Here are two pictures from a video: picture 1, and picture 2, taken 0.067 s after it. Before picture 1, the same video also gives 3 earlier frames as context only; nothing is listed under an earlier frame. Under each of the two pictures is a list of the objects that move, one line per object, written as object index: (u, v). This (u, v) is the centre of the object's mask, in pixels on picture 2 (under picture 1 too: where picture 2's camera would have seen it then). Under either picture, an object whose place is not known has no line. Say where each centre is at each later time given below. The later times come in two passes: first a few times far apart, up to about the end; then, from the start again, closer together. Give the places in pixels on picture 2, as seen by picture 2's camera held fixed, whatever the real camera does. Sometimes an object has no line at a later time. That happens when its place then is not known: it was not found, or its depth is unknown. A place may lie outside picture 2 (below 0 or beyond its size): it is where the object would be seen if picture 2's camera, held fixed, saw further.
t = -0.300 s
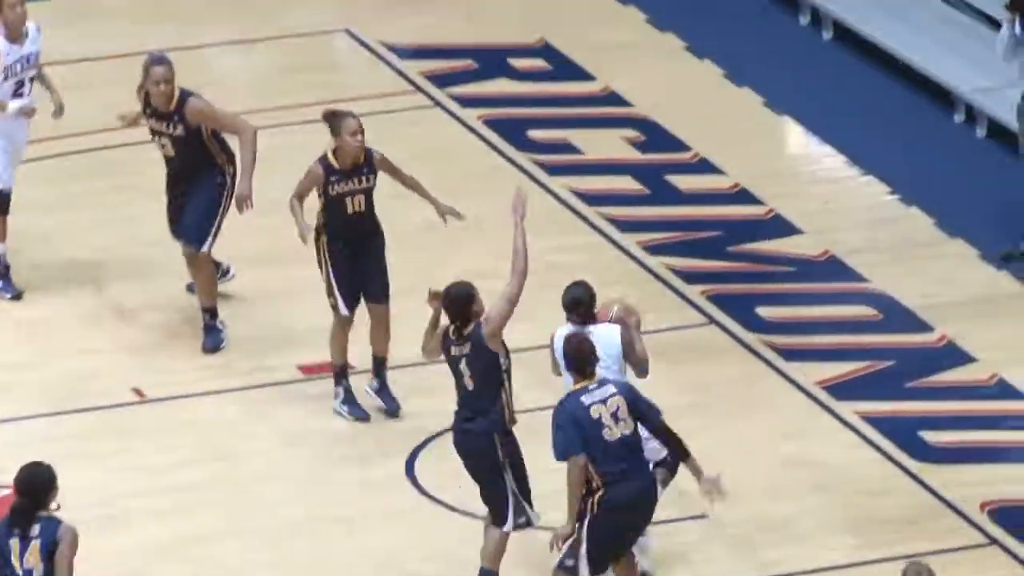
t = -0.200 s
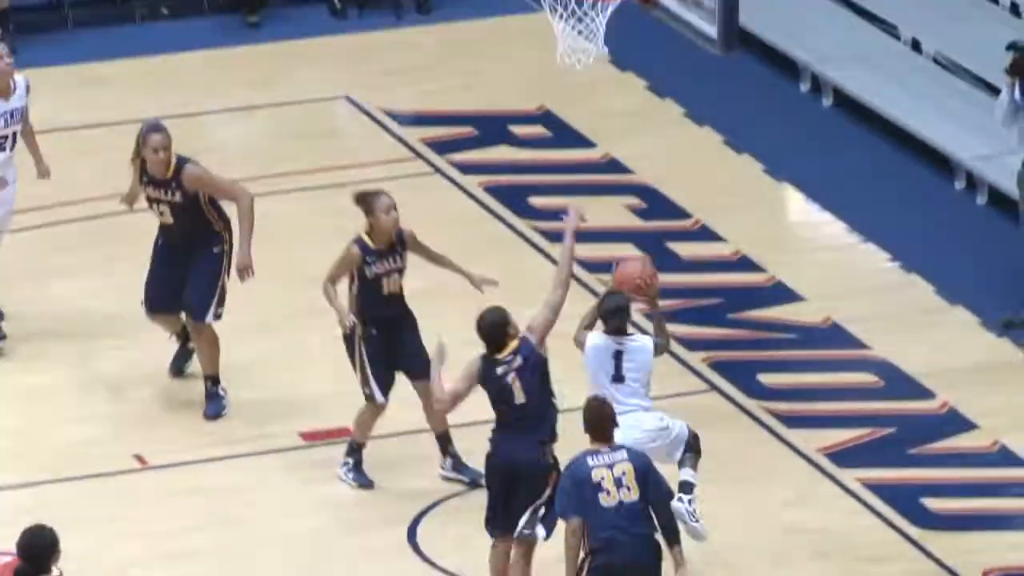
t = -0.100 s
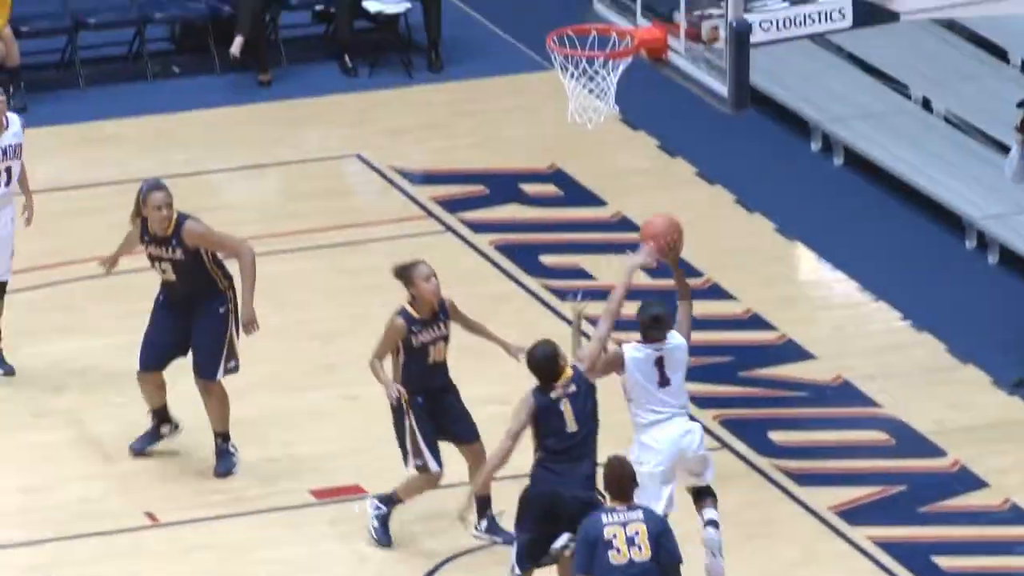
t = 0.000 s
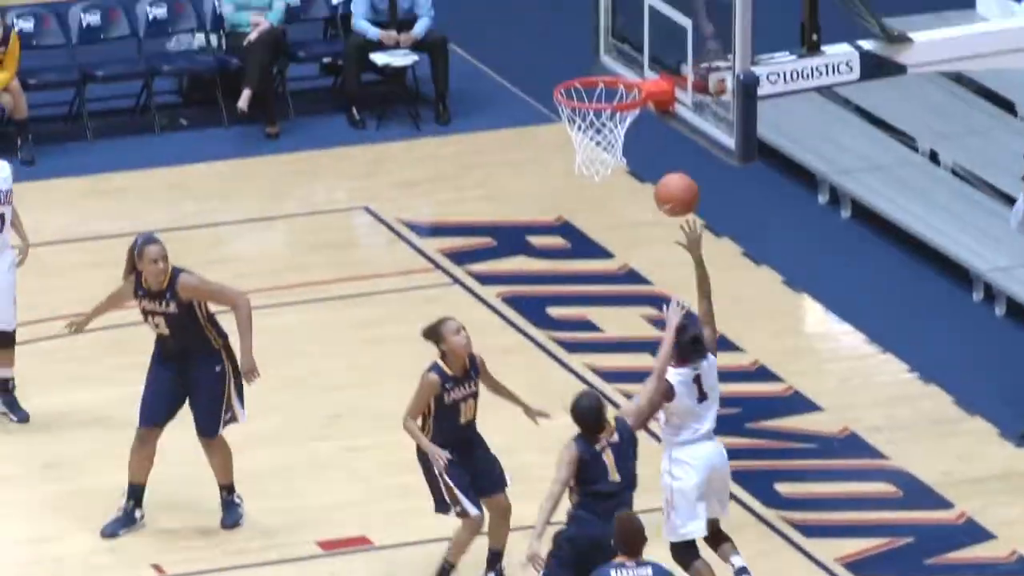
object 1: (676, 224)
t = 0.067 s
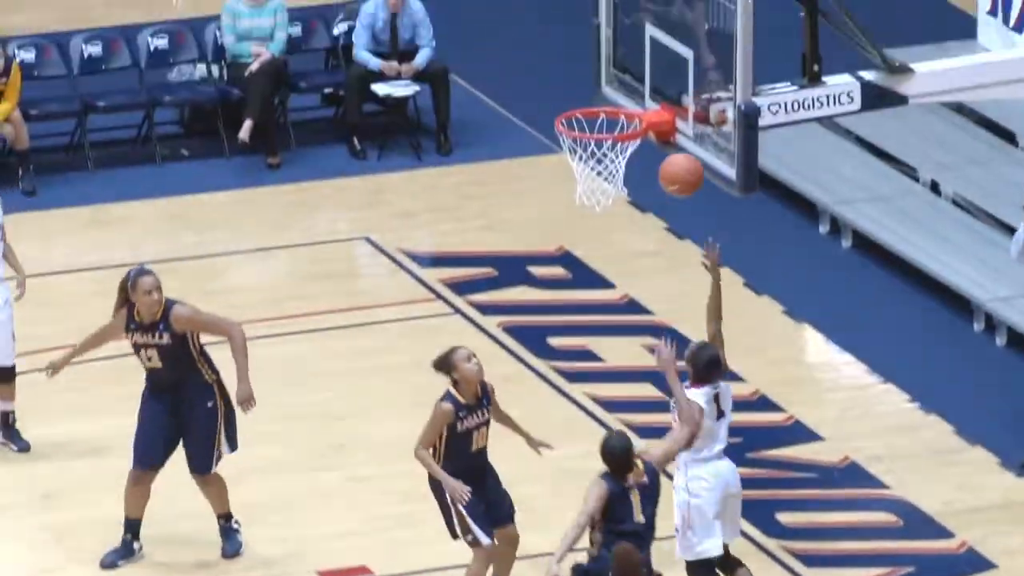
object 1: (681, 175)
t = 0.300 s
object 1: (654, 93)
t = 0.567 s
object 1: (591, 134)
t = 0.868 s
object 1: (584, 253)
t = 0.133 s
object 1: (686, 133)
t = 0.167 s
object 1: (688, 115)
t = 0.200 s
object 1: (681, 106)
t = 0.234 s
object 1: (671, 100)
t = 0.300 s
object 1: (654, 93)
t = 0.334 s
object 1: (645, 92)
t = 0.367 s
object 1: (636, 95)
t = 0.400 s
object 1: (626, 98)
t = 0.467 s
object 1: (609, 111)
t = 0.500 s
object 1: (600, 118)
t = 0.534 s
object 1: (593, 122)
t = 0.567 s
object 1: (591, 134)
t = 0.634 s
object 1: (584, 157)
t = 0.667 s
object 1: (582, 168)
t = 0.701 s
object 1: (584, 179)
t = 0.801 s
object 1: (583, 217)
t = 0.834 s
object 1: (584, 234)
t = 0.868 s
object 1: (584, 253)
